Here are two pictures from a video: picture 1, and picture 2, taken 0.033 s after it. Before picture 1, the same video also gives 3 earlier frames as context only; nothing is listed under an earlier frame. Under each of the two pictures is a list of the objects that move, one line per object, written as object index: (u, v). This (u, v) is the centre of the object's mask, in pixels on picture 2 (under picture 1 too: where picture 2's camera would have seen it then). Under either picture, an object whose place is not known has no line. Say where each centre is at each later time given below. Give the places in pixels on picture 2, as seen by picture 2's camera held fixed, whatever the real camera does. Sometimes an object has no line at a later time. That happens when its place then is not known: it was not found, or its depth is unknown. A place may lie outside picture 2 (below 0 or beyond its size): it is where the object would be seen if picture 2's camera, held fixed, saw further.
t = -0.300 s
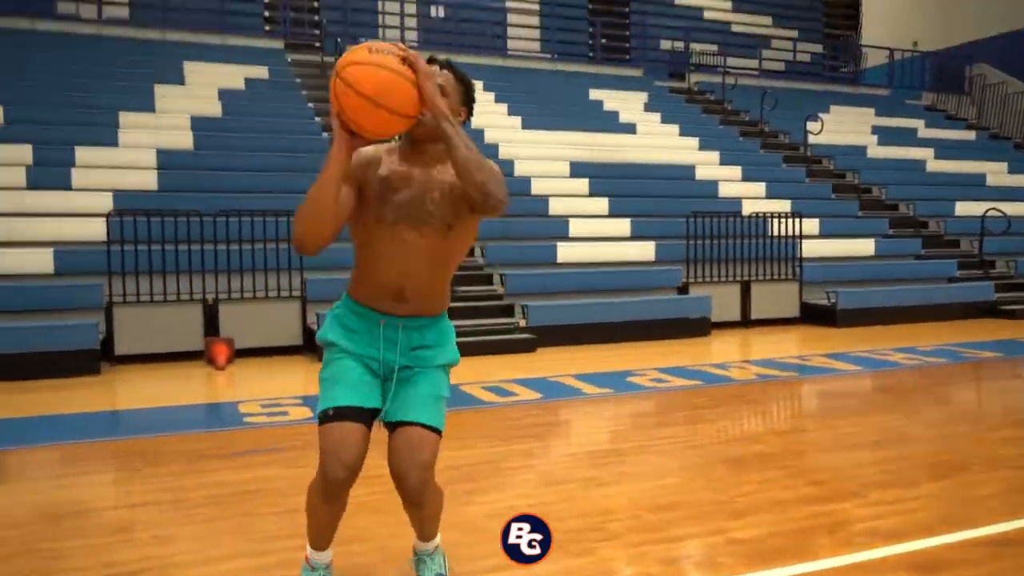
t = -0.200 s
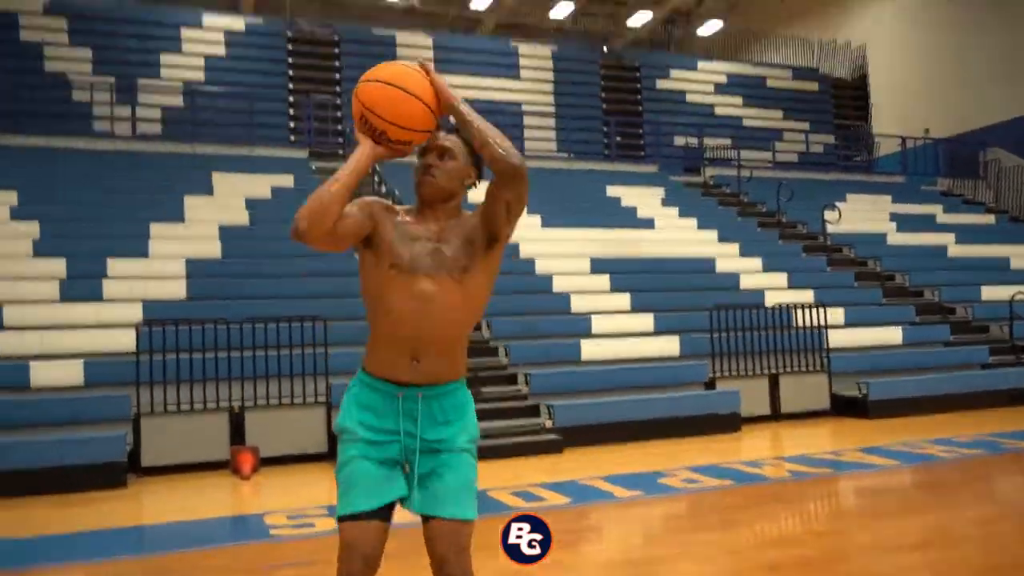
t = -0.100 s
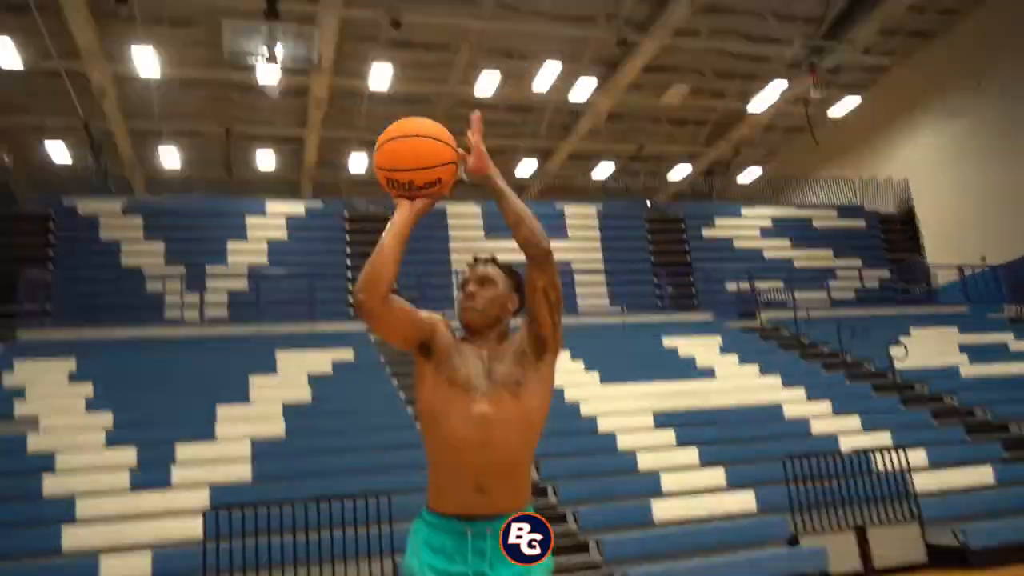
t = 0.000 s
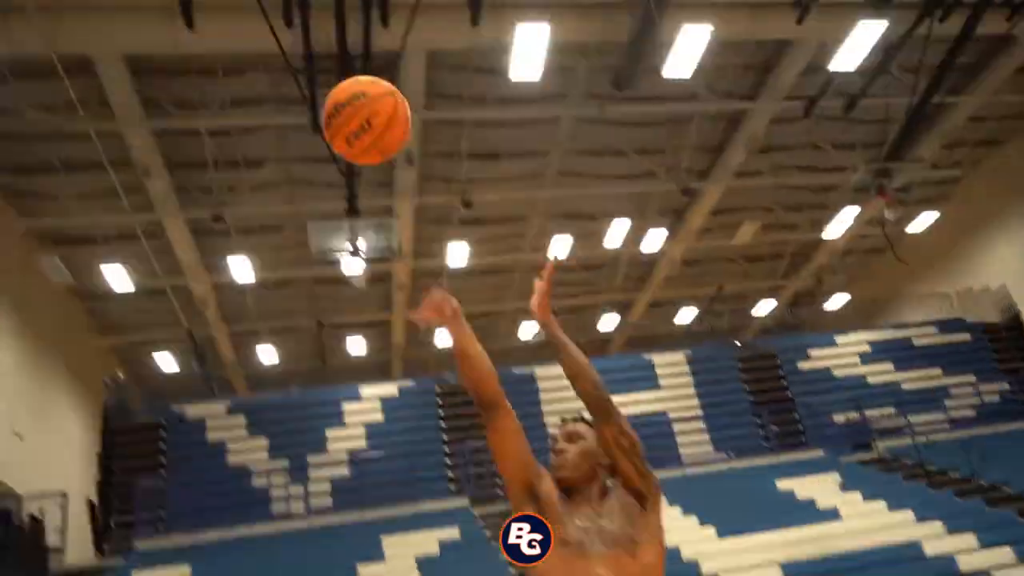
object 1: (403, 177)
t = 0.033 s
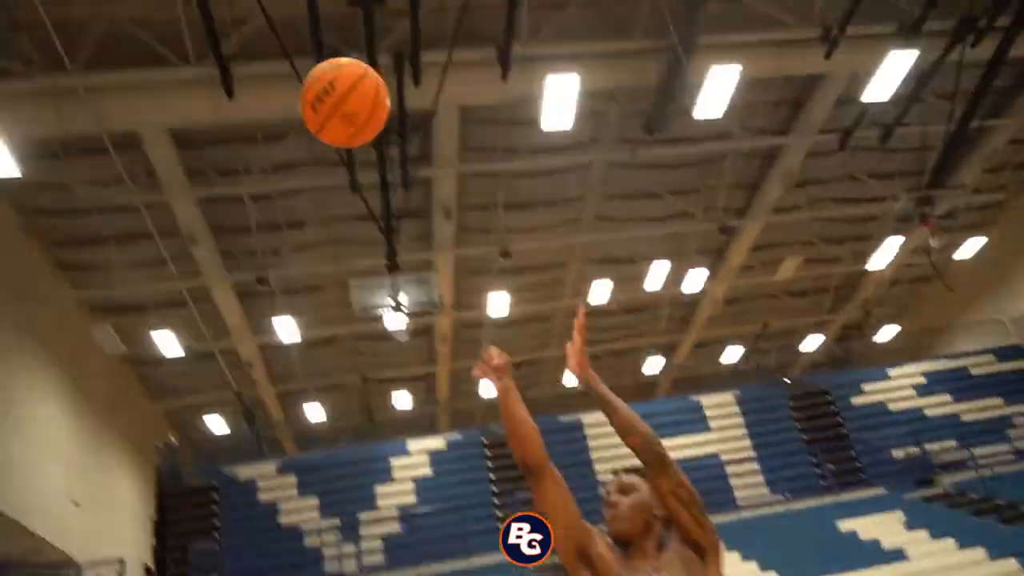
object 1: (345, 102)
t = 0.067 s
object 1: (283, 24)
